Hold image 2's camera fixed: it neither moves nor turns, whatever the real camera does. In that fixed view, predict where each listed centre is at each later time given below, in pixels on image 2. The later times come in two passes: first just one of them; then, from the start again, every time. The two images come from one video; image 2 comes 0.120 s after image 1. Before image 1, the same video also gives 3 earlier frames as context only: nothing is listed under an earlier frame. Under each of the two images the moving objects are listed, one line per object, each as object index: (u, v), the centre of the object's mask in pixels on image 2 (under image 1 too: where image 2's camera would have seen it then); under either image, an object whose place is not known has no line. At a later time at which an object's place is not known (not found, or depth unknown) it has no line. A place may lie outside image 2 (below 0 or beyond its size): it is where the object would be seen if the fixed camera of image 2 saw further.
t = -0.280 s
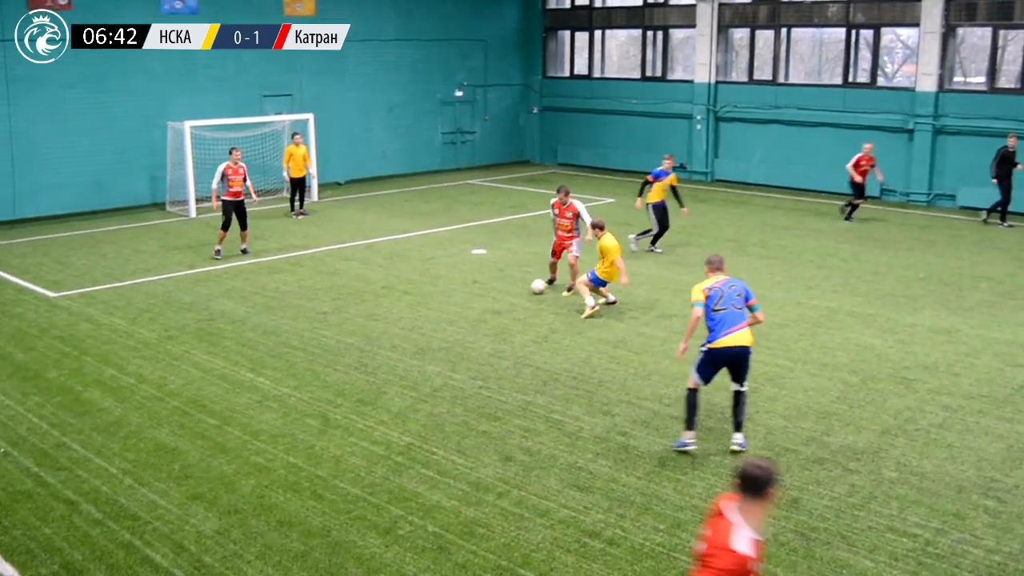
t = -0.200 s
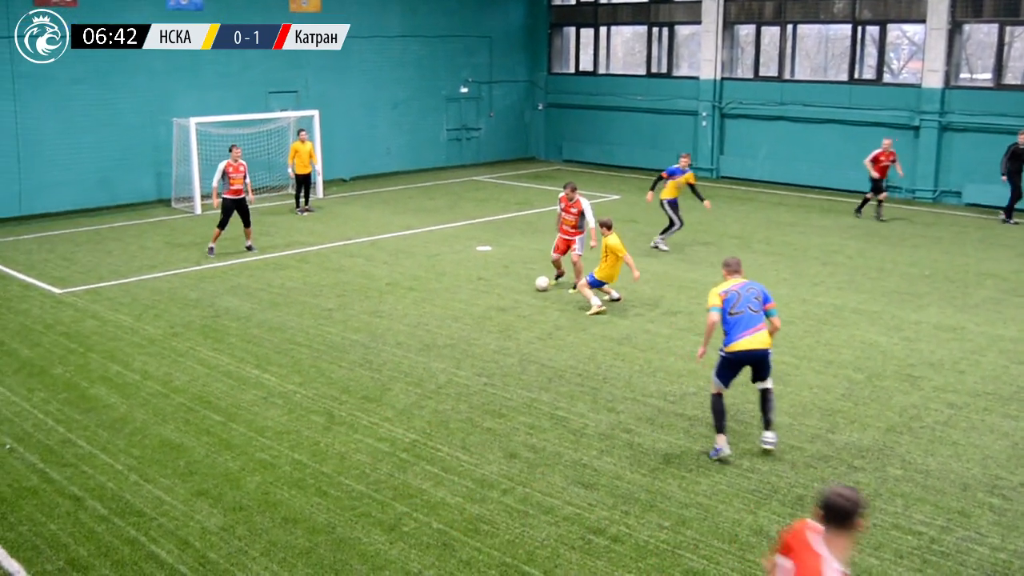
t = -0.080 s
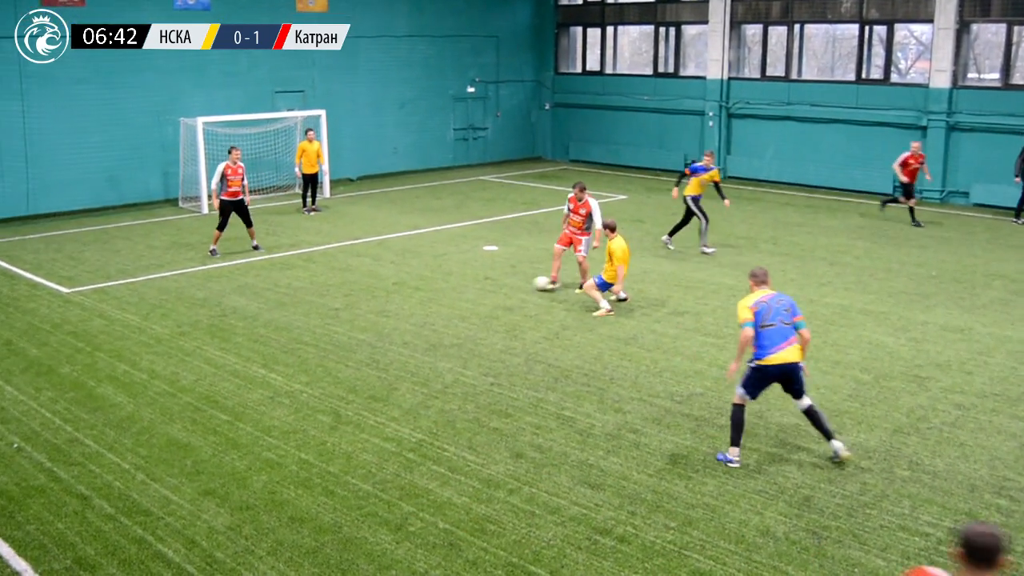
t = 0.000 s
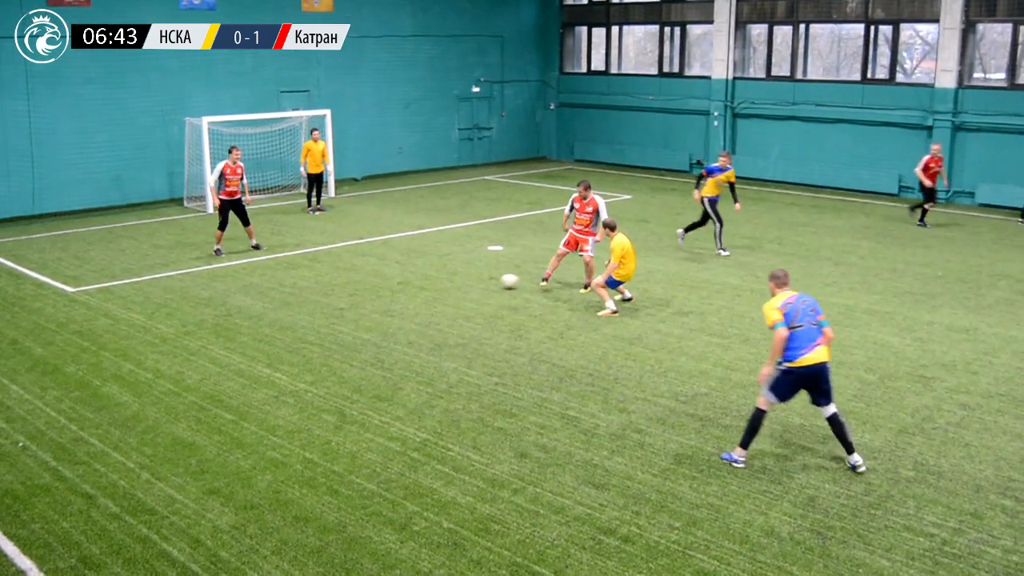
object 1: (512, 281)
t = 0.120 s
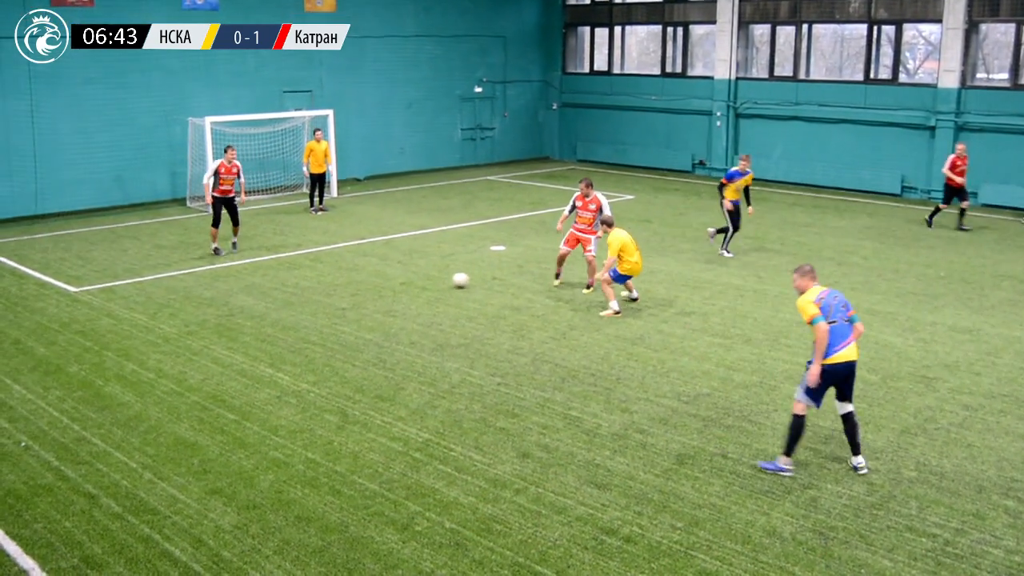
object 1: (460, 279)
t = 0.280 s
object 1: (403, 278)
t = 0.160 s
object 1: (445, 280)
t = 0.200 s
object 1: (429, 280)
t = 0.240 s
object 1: (416, 279)
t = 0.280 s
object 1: (403, 278)
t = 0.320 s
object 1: (390, 279)
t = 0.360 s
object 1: (379, 278)
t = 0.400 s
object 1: (368, 278)
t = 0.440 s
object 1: (357, 278)
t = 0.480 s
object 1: (347, 277)
